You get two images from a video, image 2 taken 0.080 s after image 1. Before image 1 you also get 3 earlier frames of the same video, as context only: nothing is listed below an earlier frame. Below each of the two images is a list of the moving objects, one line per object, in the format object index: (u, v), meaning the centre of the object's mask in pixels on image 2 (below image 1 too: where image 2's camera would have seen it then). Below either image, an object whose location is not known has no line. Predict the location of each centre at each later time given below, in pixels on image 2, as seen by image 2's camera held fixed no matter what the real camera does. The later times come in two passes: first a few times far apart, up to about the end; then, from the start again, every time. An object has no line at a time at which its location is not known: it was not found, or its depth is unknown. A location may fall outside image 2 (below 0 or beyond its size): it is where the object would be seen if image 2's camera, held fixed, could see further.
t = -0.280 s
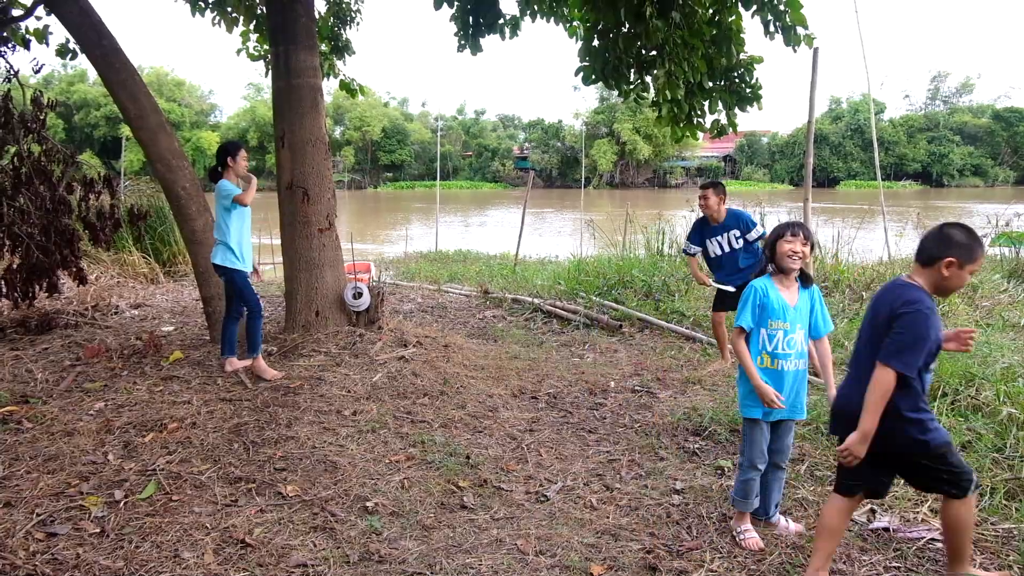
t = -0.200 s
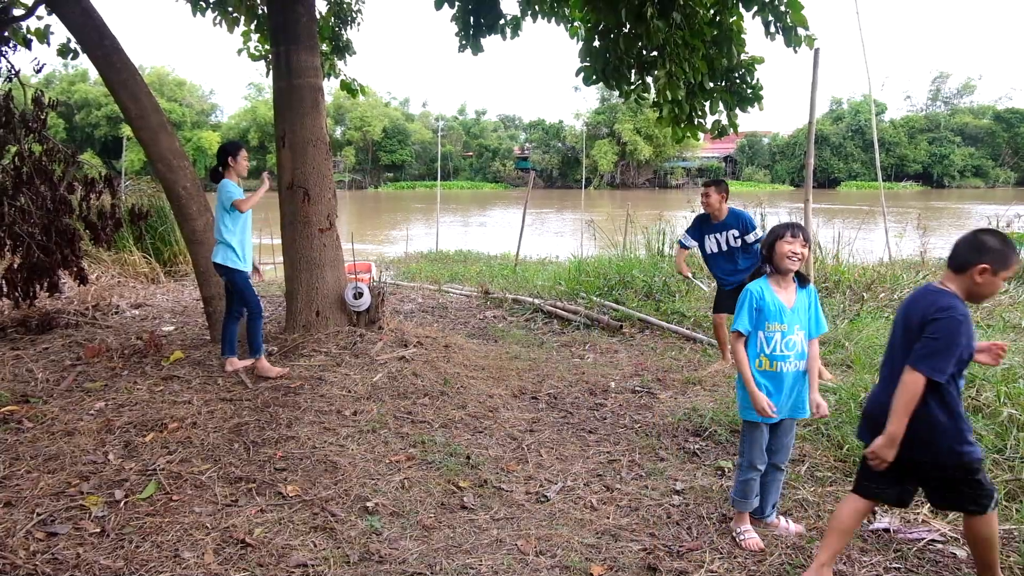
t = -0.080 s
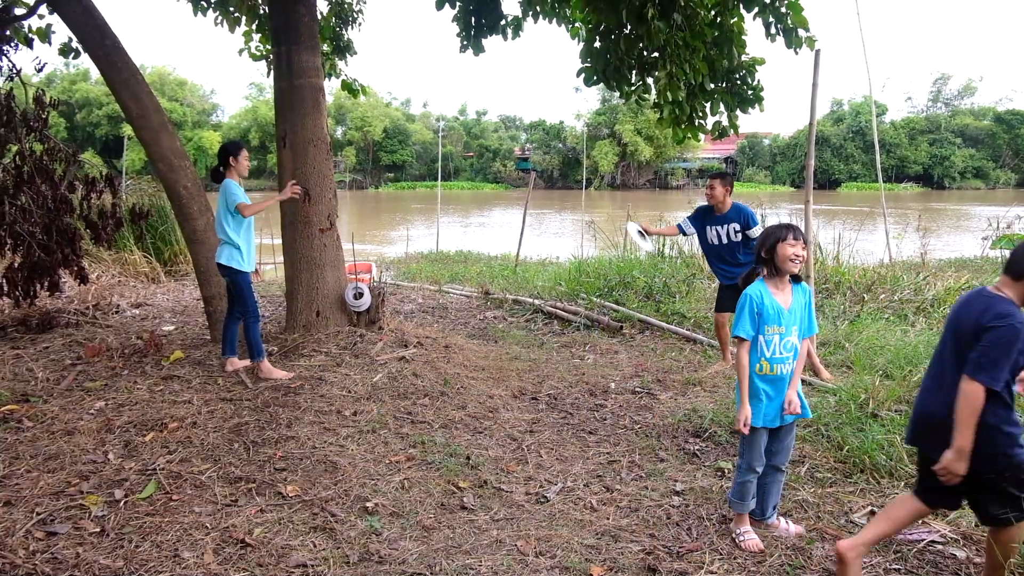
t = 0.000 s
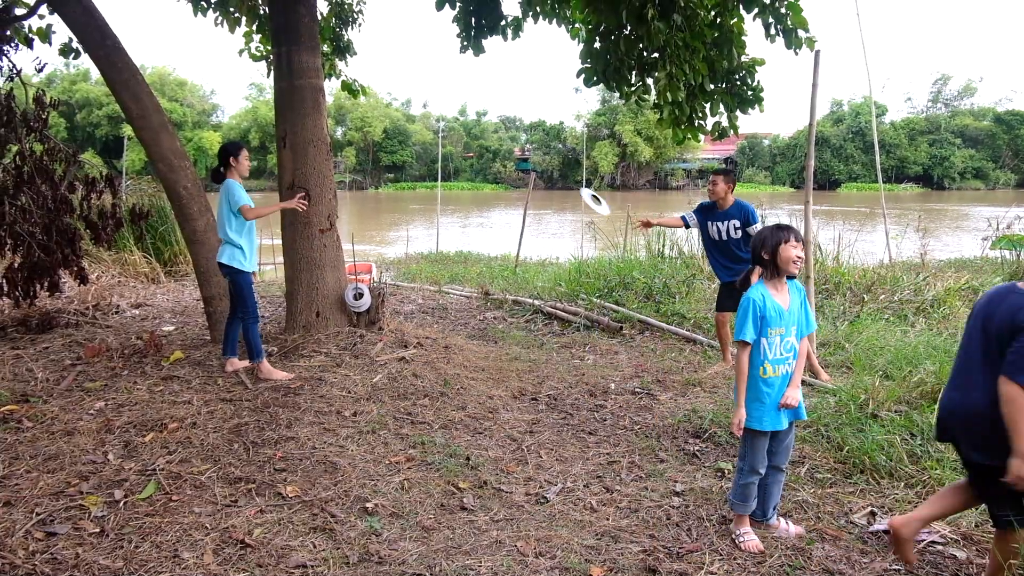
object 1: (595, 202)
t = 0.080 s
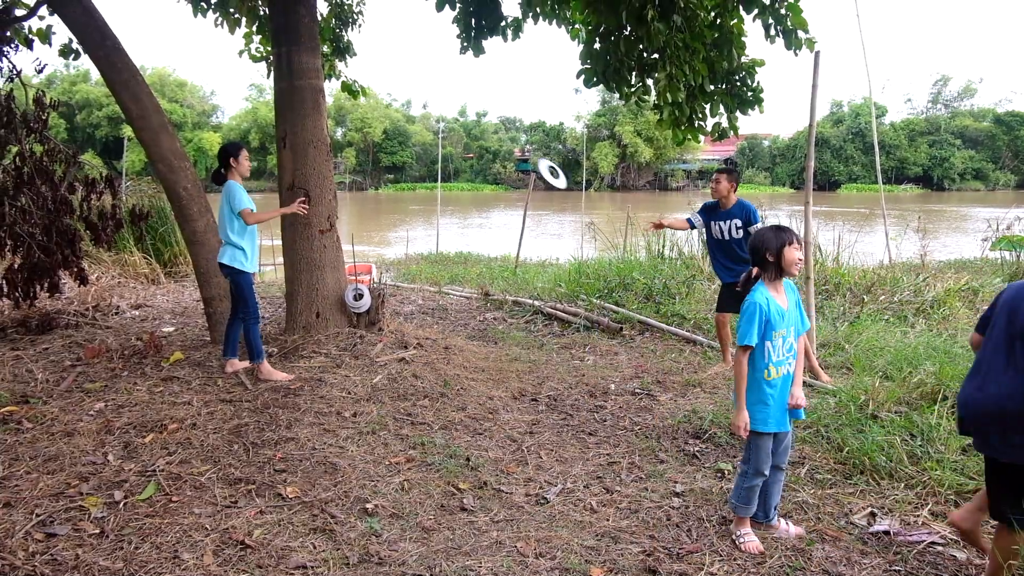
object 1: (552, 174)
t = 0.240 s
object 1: (477, 136)
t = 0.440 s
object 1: (393, 131)
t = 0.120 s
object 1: (533, 162)
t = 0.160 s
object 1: (514, 152)
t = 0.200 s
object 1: (495, 143)
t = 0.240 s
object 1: (477, 136)
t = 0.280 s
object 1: (460, 132)
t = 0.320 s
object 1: (442, 129)
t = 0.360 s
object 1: (425, 127)
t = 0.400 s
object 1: (409, 128)
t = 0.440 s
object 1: (393, 131)
